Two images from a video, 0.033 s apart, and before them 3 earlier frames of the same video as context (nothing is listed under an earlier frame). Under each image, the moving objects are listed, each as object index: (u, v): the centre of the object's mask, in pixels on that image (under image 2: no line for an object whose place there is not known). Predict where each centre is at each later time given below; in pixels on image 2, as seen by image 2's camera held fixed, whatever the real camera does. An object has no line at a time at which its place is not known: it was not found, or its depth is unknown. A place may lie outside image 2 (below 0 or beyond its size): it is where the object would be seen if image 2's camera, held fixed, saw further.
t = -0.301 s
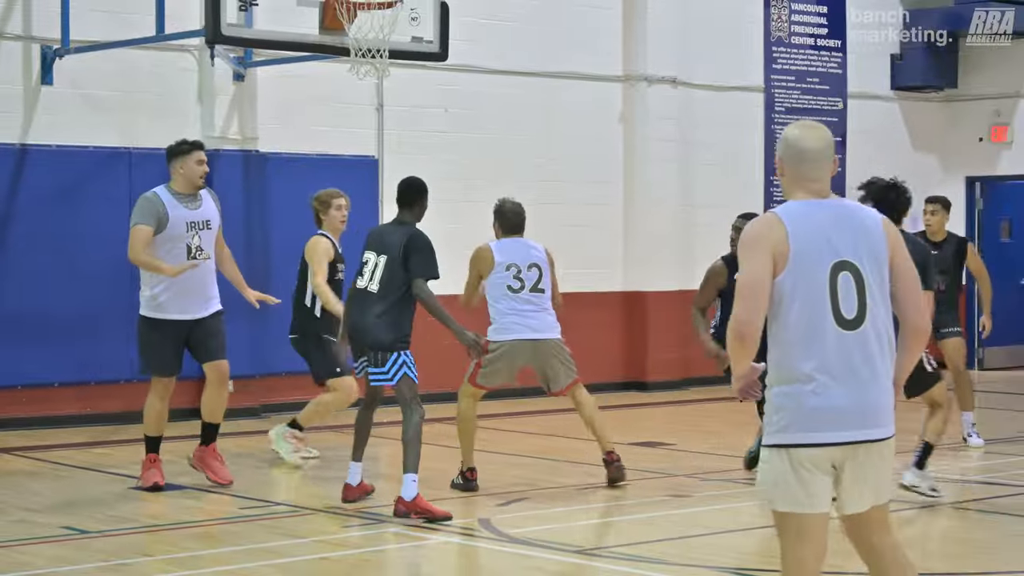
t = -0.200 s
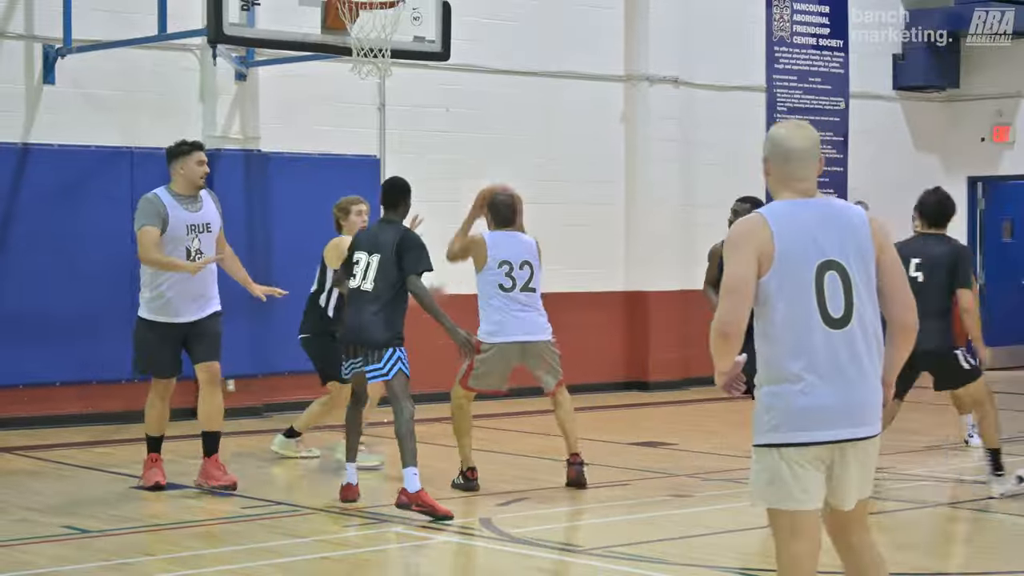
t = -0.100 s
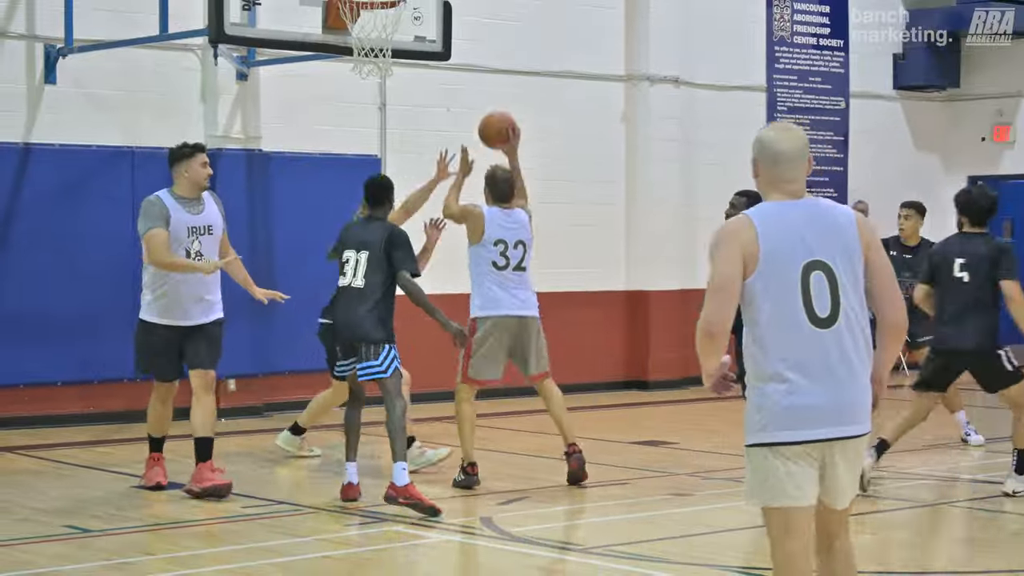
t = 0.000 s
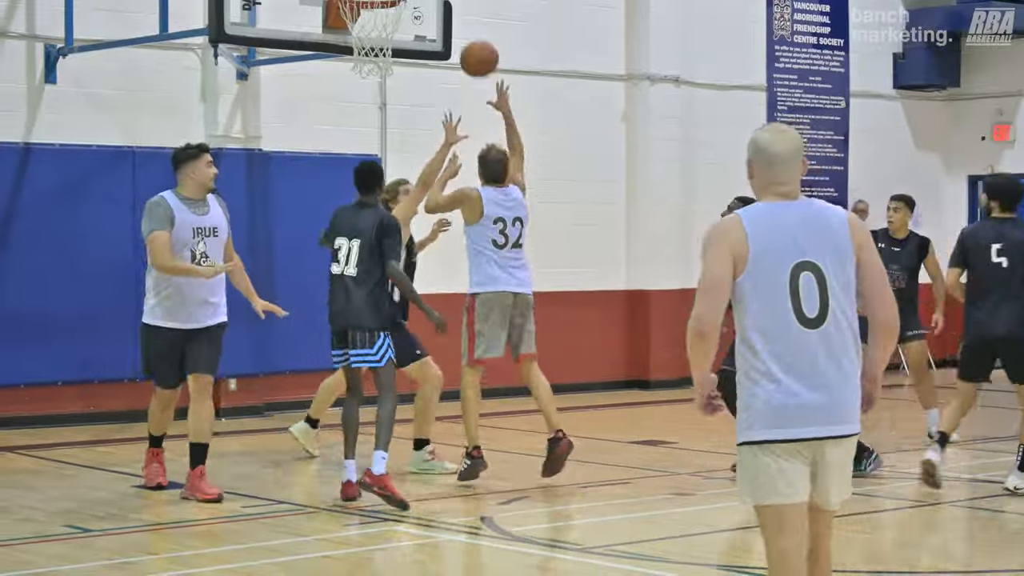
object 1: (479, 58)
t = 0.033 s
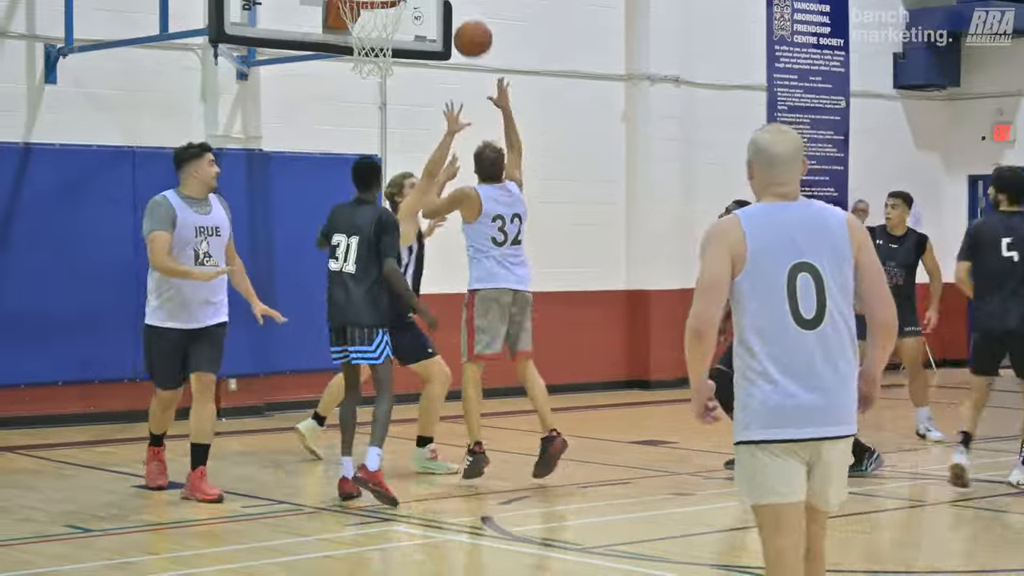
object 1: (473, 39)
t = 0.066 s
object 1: (466, 20)
